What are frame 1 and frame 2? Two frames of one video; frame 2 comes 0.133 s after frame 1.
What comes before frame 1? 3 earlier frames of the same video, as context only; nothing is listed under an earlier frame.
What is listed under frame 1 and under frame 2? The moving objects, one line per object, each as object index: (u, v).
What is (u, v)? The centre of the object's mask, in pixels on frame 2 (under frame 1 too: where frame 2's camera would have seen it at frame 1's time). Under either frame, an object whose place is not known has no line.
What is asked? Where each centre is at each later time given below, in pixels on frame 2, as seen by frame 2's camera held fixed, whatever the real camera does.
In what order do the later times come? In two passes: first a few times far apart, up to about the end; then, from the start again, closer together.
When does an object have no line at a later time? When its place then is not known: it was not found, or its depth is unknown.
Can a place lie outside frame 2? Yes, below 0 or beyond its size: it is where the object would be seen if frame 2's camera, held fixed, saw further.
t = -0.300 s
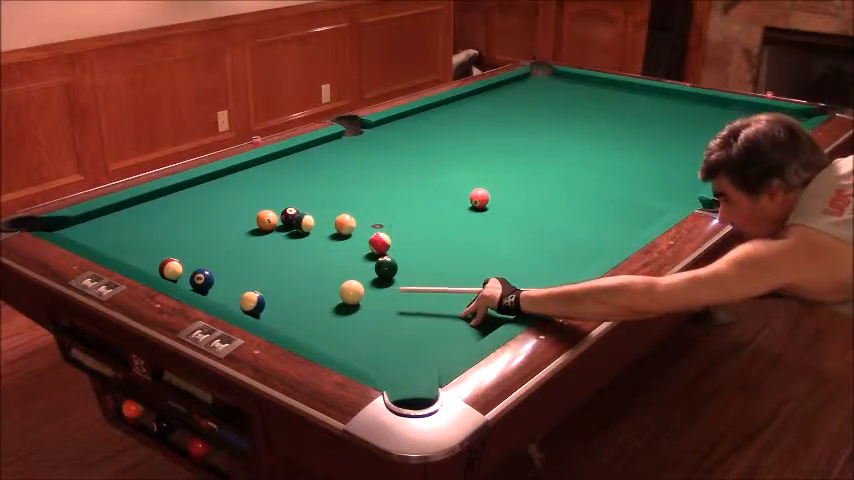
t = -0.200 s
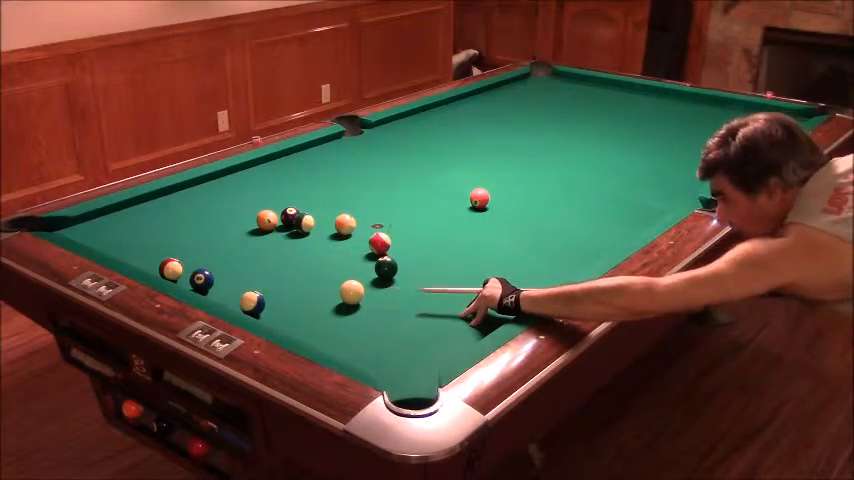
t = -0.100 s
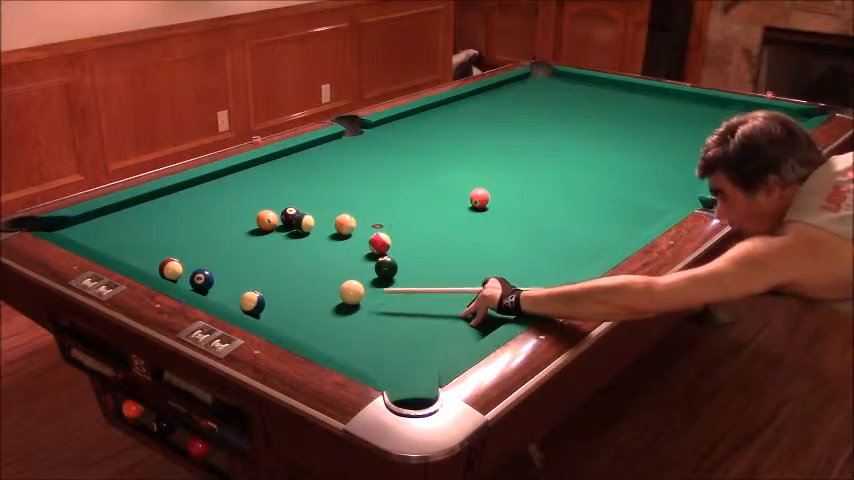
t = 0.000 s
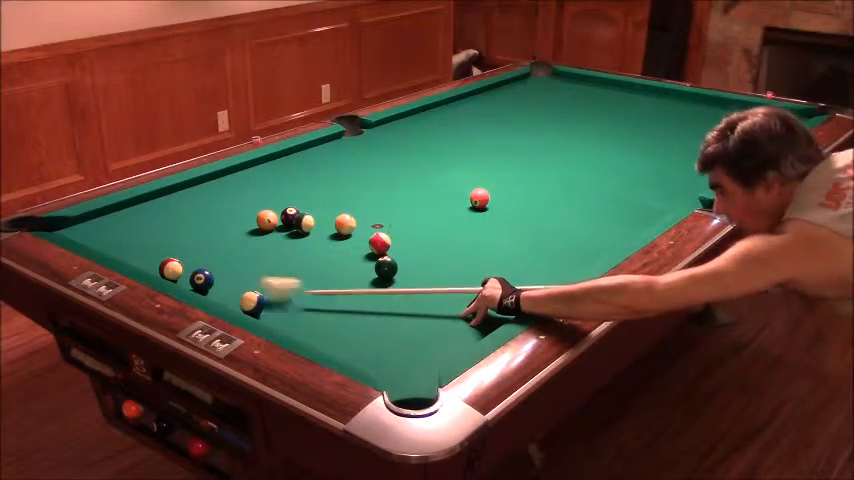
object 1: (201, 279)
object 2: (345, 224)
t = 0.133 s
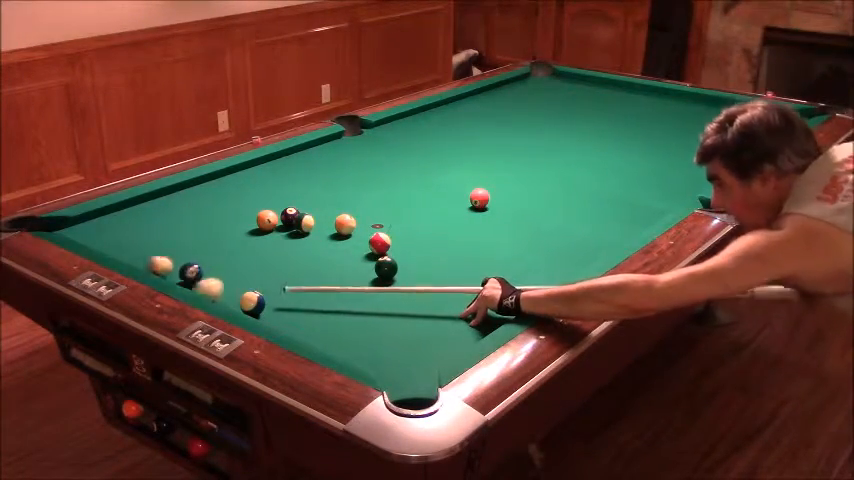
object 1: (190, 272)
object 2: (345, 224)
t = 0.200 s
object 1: (194, 271)
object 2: (345, 224)
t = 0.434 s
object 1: (204, 265)
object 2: (345, 224)
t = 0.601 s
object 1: (211, 261)
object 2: (345, 224)
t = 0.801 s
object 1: (219, 256)
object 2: (345, 224)
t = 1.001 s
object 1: (225, 253)
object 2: (346, 223)
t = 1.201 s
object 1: (231, 249)
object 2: (354, 217)
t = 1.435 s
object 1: (236, 247)
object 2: (363, 211)
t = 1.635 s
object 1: (240, 245)
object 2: (370, 206)
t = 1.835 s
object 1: (244, 244)
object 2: (377, 202)
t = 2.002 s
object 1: (246, 243)
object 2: (381, 198)
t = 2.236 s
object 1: (248, 242)
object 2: (388, 194)
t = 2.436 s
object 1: (248, 242)
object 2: (393, 191)
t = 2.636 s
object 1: (248, 242)
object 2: (398, 188)
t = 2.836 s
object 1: (248, 242)
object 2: (402, 185)
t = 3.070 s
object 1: (248, 242)
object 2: (406, 183)
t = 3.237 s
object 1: (248, 242)
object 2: (408, 181)
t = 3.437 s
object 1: (248, 242)
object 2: (410, 180)
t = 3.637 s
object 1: (248, 242)
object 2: (411, 178)
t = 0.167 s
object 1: (192, 272)
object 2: (345, 224)
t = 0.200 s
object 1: (194, 271)
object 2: (345, 224)
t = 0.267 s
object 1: (197, 269)
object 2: (345, 224)
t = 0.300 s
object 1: (199, 267)
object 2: (345, 224)
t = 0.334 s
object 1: (200, 267)
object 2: (345, 224)
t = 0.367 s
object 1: (201, 266)
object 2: (345, 224)
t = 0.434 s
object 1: (204, 265)
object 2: (345, 224)
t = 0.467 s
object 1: (205, 264)
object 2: (345, 224)
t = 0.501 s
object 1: (207, 263)
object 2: (345, 224)
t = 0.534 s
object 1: (208, 262)
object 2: (345, 224)
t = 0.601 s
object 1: (211, 261)
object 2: (345, 224)
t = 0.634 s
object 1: (212, 259)
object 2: (345, 224)
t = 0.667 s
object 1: (214, 259)
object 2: (345, 224)
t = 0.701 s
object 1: (215, 258)
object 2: (345, 224)
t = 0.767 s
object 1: (217, 257)
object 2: (345, 224)
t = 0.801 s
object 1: (219, 256)
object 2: (345, 224)
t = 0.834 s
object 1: (220, 256)
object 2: (345, 224)
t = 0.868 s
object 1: (221, 255)
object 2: (345, 224)
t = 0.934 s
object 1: (223, 254)
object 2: (345, 224)
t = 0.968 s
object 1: (224, 253)
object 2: (345, 224)
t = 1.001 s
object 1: (225, 253)
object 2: (346, 223)
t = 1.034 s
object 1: (226, 252)
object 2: (346, 222)
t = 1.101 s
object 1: (228, 251)
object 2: (350, 220)
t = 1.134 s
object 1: (228, 251)
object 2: (351, 219)
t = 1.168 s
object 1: (229, 250)
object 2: (353, 218)
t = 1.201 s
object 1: (231, 249)
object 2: (354, 217)
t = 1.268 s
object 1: (233, 248)
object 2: (356, 215)
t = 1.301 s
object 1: (233, 248)
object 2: (358, 215)
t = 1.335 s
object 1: (234, 248)
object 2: (359, 214)
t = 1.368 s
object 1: (235, 248)
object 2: (360, 213)
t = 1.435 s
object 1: (236, 247)
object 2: (363, 211)
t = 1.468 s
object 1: (237, 246)
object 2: (364, 210)
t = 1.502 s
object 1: (238, 246)
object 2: (365, 210)
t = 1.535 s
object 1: (238, 246)
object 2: (366, 209)
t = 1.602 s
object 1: (240, 245)
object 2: (369, 207)
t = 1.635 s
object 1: (240, 245)
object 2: (370, 206)
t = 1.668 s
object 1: (241, 244)
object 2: (371, 205)
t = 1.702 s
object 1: (242, 244)
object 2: (372, 205)
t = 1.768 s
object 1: (243, 244)
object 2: (374, 203)
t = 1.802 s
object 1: (243, 244)
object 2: (375, 202)
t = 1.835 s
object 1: (244, 244)
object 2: (377, 202)
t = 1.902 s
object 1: (245, 243)
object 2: (379, 200)
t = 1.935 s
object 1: (245, 243)
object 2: (380, 199)
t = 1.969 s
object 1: (246, 243)
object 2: (381, 199)
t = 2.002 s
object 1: (246, 243)
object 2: (381, 198)
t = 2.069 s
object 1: (247, 243)
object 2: (384, 197)
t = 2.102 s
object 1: (247, 242)
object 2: (385, 196)
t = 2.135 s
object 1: (247, 242)
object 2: (386, 196)
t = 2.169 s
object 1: (247, 242)
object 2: (386, 195)
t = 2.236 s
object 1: (248, 242)
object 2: (388, 194)
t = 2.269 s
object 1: (248, 242)
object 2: (389, 193)
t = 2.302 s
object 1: (248, 242)
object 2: (390, 193)
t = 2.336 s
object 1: (248, 242)
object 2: (391, 192)
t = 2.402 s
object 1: (248, 242)
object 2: (392, 191)
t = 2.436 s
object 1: (248, 242)
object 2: (393, 191)
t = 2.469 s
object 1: (248, 242)
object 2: (393, 190)
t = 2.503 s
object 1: (248, 242)
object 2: (394, 189)
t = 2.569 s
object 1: (248, 242)
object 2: (396, 189)
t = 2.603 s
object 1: (248, 242)
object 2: (397, 188)
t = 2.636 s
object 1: (248, 242)
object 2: (398, 188)
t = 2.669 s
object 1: (248, 242)
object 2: (398, 188)
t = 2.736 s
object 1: (248, 242)
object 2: (400, 187)
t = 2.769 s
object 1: (248, 242)
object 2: (401, 186)
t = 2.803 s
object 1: (248, 242)
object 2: (401, 186)
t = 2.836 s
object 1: (248, 242)
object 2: (402, 185)
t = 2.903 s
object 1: (248, 242)
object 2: (403, 185)
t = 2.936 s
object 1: (248, 242)
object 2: (404, 184)
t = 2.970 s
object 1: (248, 242)
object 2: (404, 184)
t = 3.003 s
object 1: (248, 242)
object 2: (405, 183)
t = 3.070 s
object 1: (248, 242)
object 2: (406, 183)
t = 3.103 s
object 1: (248, 242)
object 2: (406, 183)
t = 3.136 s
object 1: (248, 242)
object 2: (407, 182)
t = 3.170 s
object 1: (248, 242)
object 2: (407, 182)
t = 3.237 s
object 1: (248, 242)
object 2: (408, 181)
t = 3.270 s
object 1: (248, 242)
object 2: (408, 181)
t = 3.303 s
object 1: (248, 242)
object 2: (409, 181)
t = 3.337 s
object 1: (248, 242)
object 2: (409, 180)
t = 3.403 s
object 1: (248, 241)
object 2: (410, 180)
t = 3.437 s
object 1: (248, 242)
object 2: (410, 180)
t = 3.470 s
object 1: (248, 242)
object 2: (410, 179)
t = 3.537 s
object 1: (248, 242)
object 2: (411, 179)
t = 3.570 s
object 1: (248, 242)
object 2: (411, 179)
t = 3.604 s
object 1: (248, 241)
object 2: (411, 178)
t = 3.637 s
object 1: (248, 242)
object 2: (411, 178)
